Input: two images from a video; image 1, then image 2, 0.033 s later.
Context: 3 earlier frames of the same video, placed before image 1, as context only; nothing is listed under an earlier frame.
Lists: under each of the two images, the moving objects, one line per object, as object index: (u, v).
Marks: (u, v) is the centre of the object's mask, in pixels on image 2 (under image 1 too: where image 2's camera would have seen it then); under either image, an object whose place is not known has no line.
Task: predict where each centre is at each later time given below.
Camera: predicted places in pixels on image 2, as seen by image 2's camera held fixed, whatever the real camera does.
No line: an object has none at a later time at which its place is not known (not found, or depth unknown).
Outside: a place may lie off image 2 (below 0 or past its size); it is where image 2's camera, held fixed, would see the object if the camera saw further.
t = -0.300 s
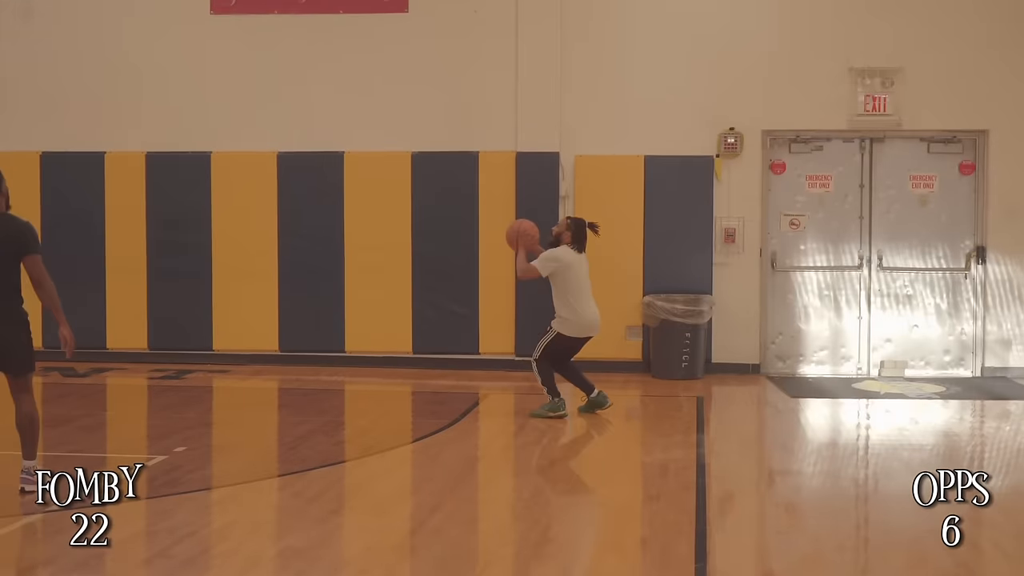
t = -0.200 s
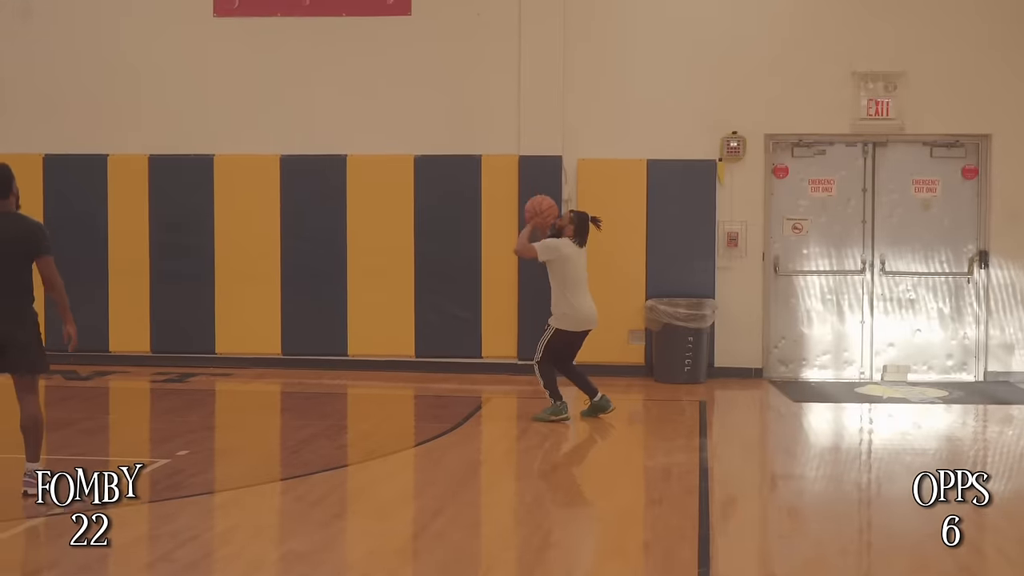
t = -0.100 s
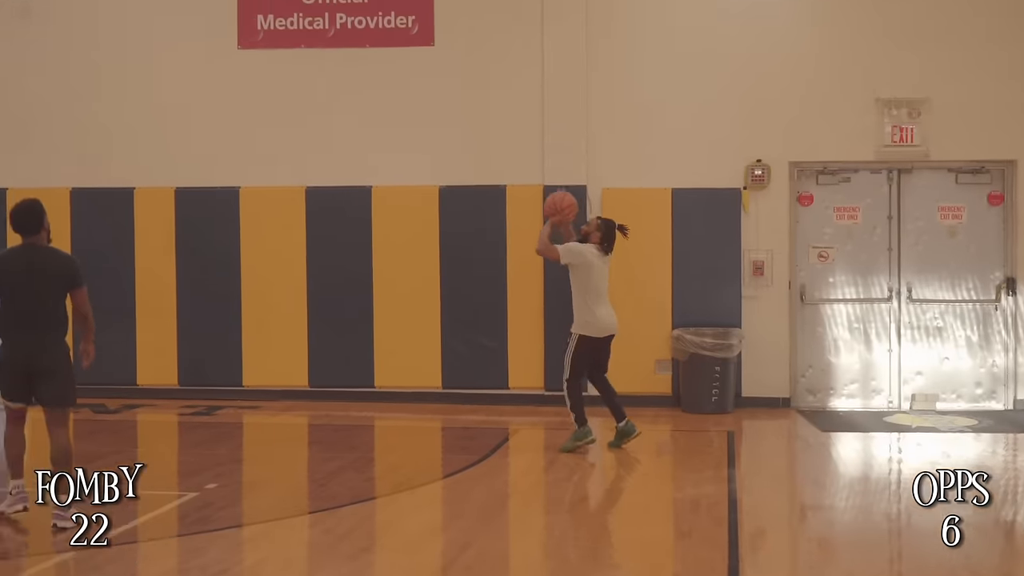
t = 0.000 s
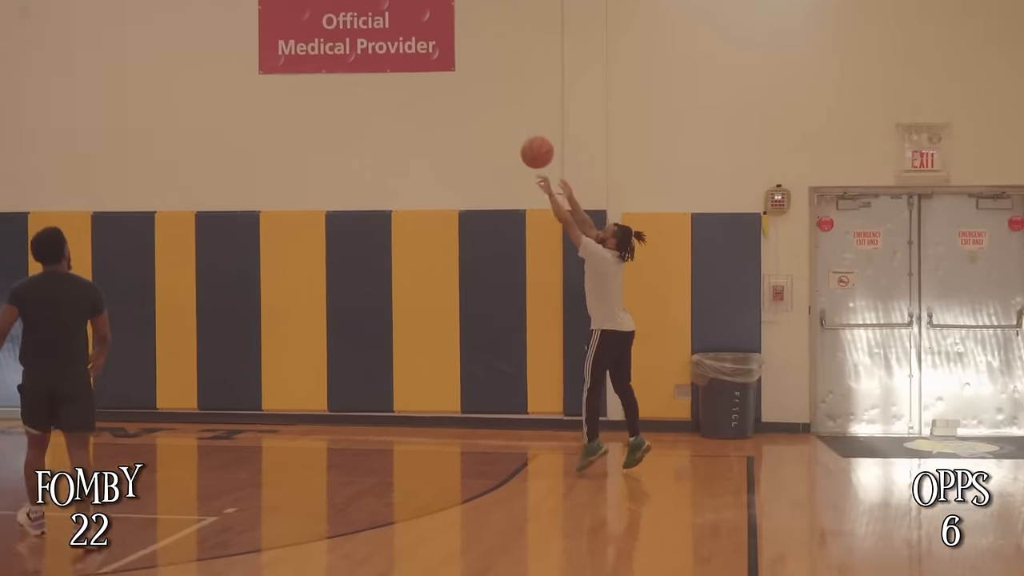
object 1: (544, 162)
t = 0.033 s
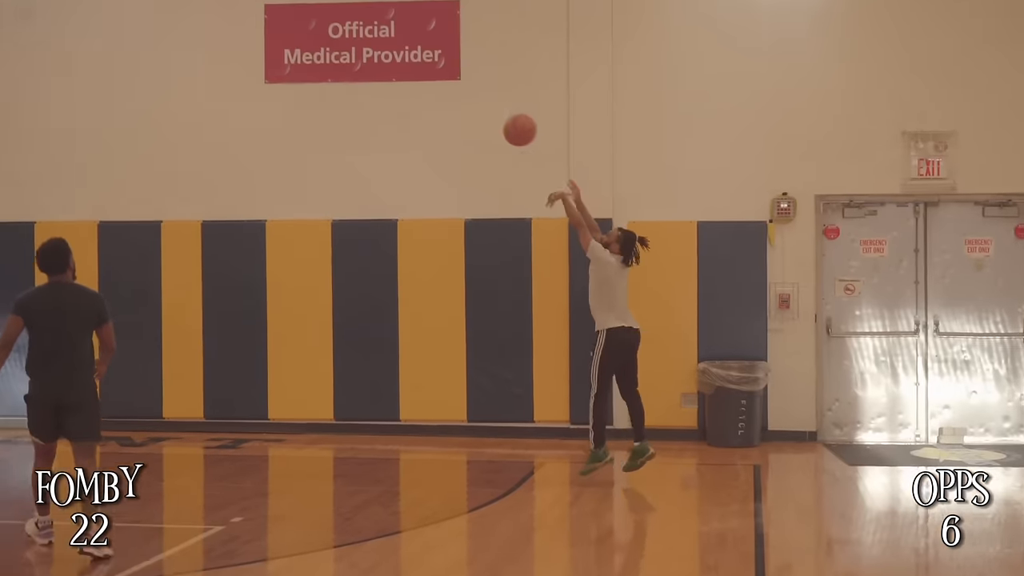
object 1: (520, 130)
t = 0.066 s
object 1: (496, 100)
